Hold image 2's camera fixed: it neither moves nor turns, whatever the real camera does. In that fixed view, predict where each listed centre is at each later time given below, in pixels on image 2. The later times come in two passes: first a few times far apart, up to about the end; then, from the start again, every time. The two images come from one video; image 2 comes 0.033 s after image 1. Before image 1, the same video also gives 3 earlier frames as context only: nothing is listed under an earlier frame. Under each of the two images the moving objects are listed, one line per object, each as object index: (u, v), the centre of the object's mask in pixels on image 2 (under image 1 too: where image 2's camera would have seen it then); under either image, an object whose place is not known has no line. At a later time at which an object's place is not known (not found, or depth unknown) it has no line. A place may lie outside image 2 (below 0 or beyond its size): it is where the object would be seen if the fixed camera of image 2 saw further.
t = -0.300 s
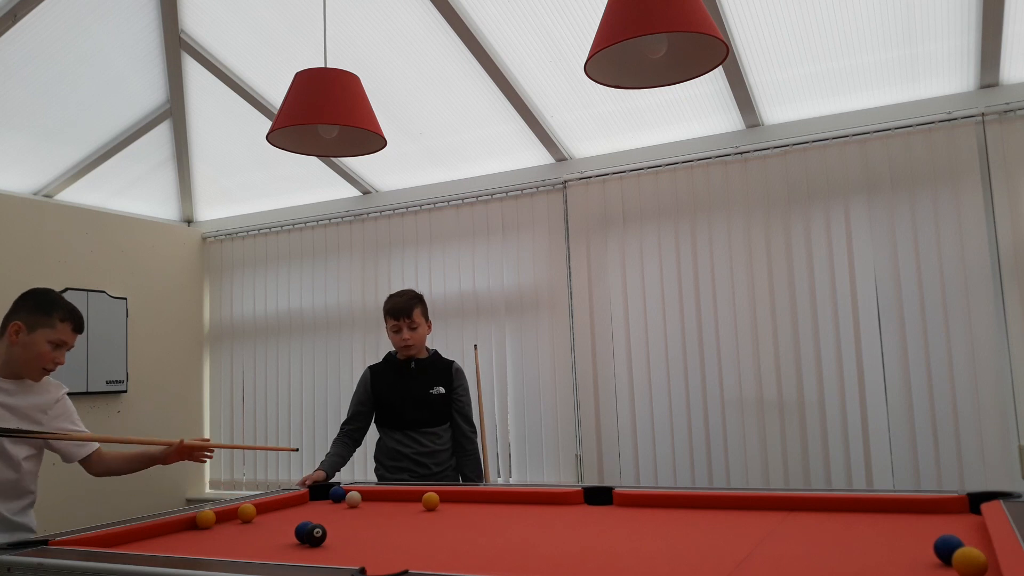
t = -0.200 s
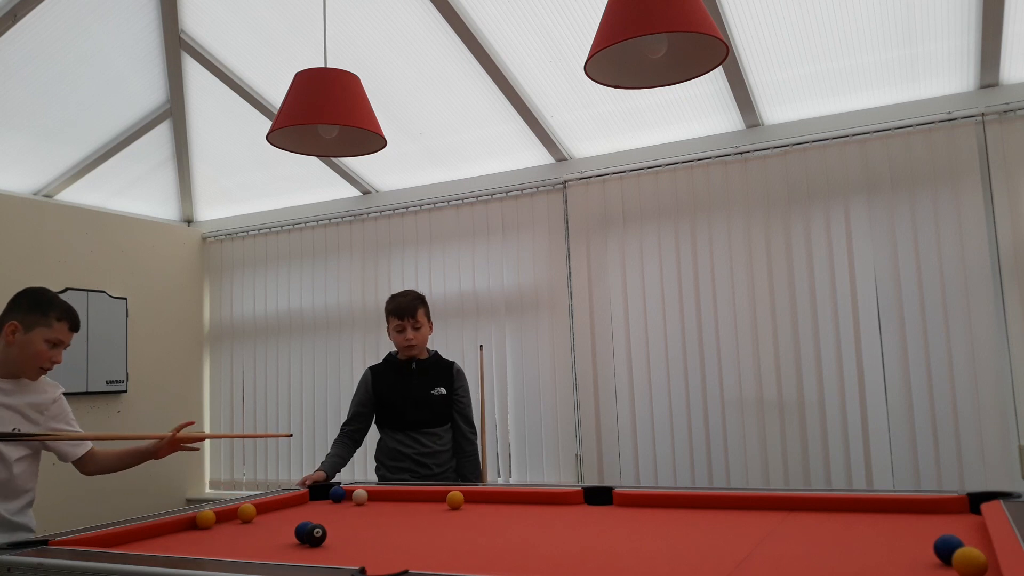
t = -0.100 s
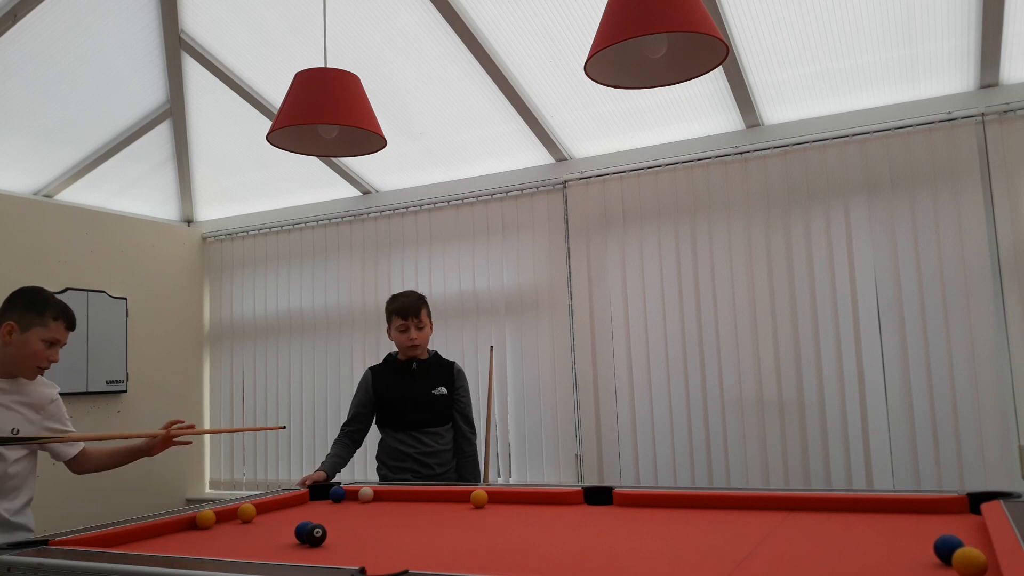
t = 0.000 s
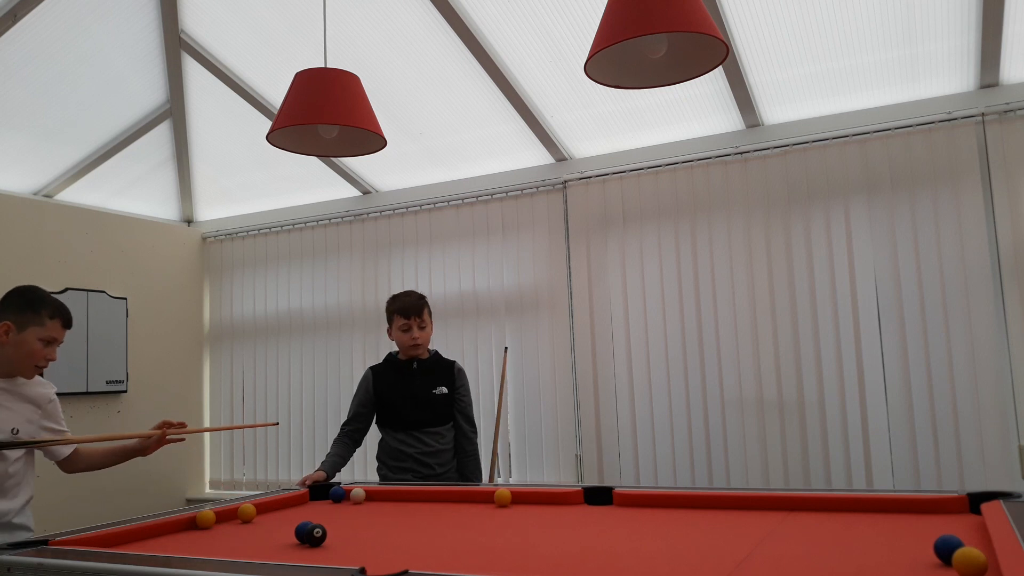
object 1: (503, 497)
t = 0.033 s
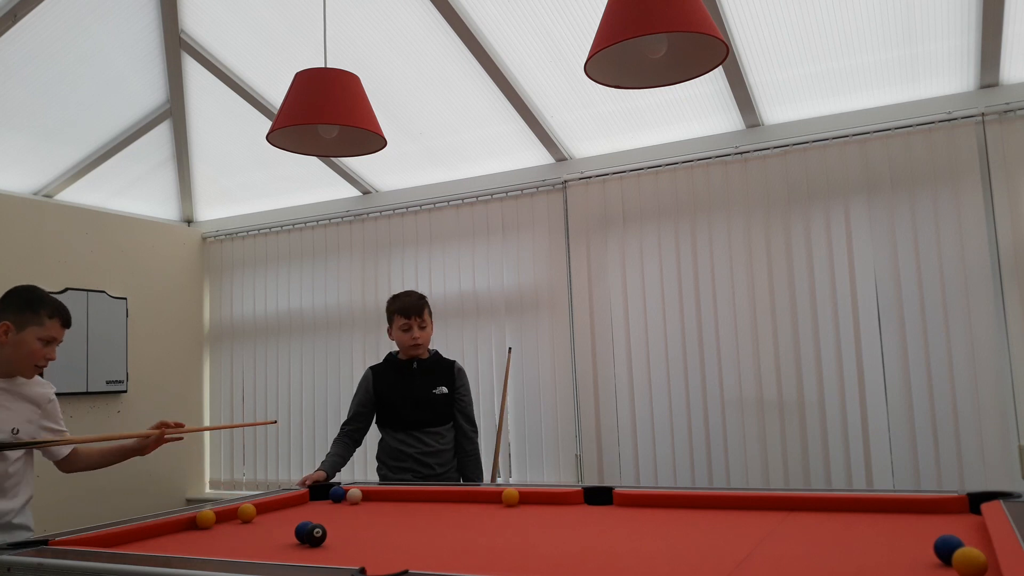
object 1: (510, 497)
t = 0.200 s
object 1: (537, 498)
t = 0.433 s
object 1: (566, 500)
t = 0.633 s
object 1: (591, 502)
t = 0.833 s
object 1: (617, 505)
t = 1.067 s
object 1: (647, 507)
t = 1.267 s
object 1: (672, 509)
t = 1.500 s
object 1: (702, 512)
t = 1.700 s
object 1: (727, 514)
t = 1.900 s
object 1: (751, 516)
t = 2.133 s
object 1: (779, 518)
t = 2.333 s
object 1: (801, 520)
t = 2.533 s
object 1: (823, 522)
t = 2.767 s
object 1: (846, 524)
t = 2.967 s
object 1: (866, 525)
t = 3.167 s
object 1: (883, 527)
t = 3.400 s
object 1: (901, 528)
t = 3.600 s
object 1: (915, 529)
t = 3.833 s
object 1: (928, 529)
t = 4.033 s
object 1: (936, 528)
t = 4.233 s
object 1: (944, 527)
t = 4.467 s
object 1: (951, 528)
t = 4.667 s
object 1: (954, 528)
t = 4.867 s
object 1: (954, 529)
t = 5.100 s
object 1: (954, 528)
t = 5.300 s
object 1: (953, 528)
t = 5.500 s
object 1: (953, 528)
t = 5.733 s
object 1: (953, 528)
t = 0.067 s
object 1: (518, 497)
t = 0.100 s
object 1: (525, 497)
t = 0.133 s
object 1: (528, 497)
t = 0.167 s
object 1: (533, 497)
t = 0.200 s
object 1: (537, 498)
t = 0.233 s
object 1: (541, 498)
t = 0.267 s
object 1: (545, 498)
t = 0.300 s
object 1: (549, 499)
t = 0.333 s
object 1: (553, 499)
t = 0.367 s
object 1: (558, 499)
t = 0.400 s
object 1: (562, 500)
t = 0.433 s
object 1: (566, 500)
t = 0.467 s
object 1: (570, 500)
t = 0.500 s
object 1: (574, 501)
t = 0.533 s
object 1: (578, 501)
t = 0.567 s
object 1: (583, 502)
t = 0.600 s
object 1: (587, 502)
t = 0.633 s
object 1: (591, 502)
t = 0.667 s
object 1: (595, 503)
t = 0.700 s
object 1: (600, 503)
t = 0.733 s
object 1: (604, 504)
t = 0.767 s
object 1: (608, 504)
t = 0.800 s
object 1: (612, 504)
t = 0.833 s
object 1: (617, 505)
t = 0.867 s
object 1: (621, 505)
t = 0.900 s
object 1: (625, 505)
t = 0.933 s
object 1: (630, 506)
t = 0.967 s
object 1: (634, 506)
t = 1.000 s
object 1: (638, 506)
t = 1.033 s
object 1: (642, 507)
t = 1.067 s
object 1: (647, 507)
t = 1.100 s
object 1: (651, 508)
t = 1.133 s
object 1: (655, 508)
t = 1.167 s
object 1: (660, 508)
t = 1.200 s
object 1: (664, 509)
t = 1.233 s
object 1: (668, 509)
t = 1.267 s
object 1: (672, 509)
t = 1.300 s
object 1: (677, 510)
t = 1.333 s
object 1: (681, 510)
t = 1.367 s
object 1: (685, 511)
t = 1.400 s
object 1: (689, 511)
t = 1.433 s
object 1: (693, 511)
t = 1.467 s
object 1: (697, 512)
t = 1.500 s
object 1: (702, 512)
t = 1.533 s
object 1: (706, 512)
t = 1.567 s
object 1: (710, 513)
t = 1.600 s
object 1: (714, 513)
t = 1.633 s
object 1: (718, 513)
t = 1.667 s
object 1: (723, 514)
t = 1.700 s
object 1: (727, 514)
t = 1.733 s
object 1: (731, 515)
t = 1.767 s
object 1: (735, 515)
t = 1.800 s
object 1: (739, 515)
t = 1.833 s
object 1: (743, 515)
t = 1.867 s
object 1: (747, 516)
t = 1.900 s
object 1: (751, 516)
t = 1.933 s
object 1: (755, 516)
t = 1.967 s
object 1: (759, 517)
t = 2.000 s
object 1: (763, 517)
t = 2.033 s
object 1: (767, 517)
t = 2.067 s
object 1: (771, 518)
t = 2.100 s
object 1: (775, 518)
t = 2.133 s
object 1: (779, 518)
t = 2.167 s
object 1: (783, 519)
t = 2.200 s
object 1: (786, 519)
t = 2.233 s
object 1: (790, 519)
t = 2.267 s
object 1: (794, 519)
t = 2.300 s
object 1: (797, 520)
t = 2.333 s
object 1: (801, 520)
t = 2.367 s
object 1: (805, 520)
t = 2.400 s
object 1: (808, 521)
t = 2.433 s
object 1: (812, 521)
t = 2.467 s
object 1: (816, 522)
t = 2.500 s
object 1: (819, 522)
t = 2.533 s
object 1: (823, 522)
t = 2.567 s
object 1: (826, 522)
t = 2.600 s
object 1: (830, 523)
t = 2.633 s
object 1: (833, 523)
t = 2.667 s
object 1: (836, 523)
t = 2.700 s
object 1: (840, 523)
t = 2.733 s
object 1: (843, 524)
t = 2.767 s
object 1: (846, 524)
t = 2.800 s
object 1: (850, 524)
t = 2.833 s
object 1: (853, 524)
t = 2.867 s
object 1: (856, 525)
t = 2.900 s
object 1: (859, 525)
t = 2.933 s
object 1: (862, 525)
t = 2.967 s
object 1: (866, 525)
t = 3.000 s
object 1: (869, 526)
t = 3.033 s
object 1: (872, 526)
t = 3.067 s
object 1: (875, 526)
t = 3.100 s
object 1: (878, 526)
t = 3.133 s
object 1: (881, 527)
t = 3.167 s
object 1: (883, 527)
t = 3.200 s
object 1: (886, 527)
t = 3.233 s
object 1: (889, 527)
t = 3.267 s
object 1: (892, 528)
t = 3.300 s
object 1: (894, 528)
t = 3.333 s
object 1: (897, 528)
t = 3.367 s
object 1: (899, 528)
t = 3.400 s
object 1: (901, 528)
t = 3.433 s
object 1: (904, 528)
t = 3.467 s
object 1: (906, 529)
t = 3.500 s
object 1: (908, 529)
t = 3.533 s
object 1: (911, 529)
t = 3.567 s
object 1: (913, 529)
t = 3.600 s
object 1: (915, 529)
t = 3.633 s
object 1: (917, 530)
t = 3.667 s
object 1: (919, 530)
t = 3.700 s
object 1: (921, 530)
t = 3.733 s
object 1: (923, 530)
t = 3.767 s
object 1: (924, 530)
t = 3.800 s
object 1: (926, 530)
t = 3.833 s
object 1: (928, 529)
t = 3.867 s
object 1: (929, 529)
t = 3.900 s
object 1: (931, 529)
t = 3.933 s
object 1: (932, 529)
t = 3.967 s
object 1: (933, 529)
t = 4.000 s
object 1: (935, 529)
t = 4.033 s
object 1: (936, 528)
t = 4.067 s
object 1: (938, 528)
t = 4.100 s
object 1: (939, 528)
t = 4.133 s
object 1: (940, 528)
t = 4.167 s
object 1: (941, 528)
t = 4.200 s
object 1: (943, 527)
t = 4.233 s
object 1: (944, 527)
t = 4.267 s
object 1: (945, 527)
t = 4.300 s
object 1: (946, 528)
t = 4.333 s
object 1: (947, 528)
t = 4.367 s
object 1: (948, 528)
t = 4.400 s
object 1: (950, 528)
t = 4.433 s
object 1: (950, 528)
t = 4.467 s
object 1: (951, 528)
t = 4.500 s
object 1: (952, 528)
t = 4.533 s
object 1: (953, 528)
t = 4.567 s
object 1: (953, 528)
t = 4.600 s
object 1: (953, 528)
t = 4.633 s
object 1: (954, 528)
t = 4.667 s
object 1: (954, 528)
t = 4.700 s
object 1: (954, 529)
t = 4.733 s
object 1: (954, 529)
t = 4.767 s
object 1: (954, 529)
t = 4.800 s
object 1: (954, 528)
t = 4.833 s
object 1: (954, 528)
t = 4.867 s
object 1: (954, 529)
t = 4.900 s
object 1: (954, 528)
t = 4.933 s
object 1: (954, 529)
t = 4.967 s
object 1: (954, 528)
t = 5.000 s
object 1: (954, 528)
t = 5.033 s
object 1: (954, 528)
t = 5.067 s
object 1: (954, 528)
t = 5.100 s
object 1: (954, 528)
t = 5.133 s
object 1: (954, 528)
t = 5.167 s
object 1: (953, 528)
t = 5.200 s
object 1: (954, 528)
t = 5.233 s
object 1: (953, 528)
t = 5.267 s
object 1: (953, 528)
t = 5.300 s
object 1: (953, 528)
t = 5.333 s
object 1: (953, 528)
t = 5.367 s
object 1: (953, 528)
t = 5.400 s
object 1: (953, 528)
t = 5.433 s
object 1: (953, 529)
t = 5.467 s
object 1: (953, 528)
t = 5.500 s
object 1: (953, 528)
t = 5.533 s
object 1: (953, 528)
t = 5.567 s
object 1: (953, 528)
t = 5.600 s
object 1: (953, 528)
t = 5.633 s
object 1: (953, 528)
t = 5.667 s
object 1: (953, 528)
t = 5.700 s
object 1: (953, 528)
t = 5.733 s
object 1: (953, 528)
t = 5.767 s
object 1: (953, 528)
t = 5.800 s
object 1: (953, 528)
